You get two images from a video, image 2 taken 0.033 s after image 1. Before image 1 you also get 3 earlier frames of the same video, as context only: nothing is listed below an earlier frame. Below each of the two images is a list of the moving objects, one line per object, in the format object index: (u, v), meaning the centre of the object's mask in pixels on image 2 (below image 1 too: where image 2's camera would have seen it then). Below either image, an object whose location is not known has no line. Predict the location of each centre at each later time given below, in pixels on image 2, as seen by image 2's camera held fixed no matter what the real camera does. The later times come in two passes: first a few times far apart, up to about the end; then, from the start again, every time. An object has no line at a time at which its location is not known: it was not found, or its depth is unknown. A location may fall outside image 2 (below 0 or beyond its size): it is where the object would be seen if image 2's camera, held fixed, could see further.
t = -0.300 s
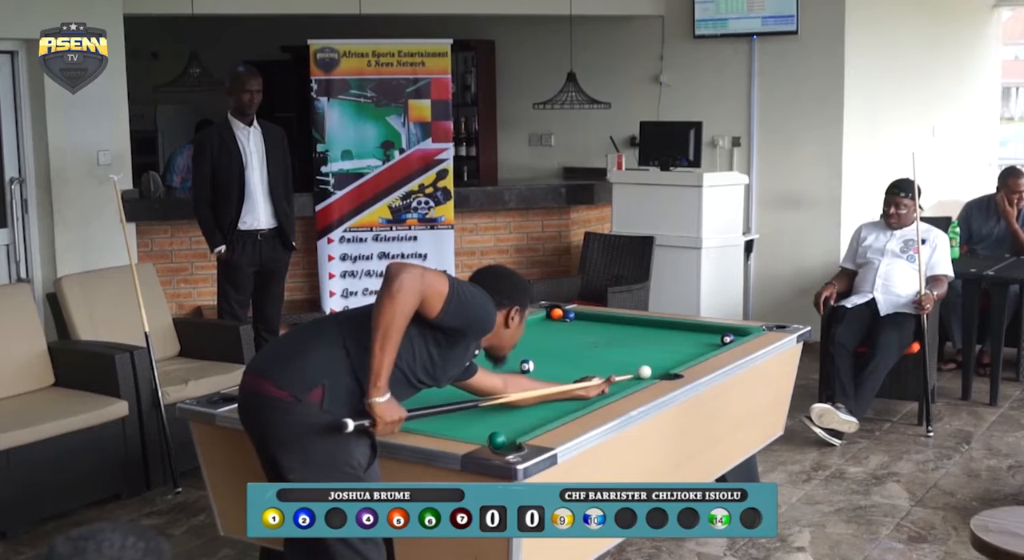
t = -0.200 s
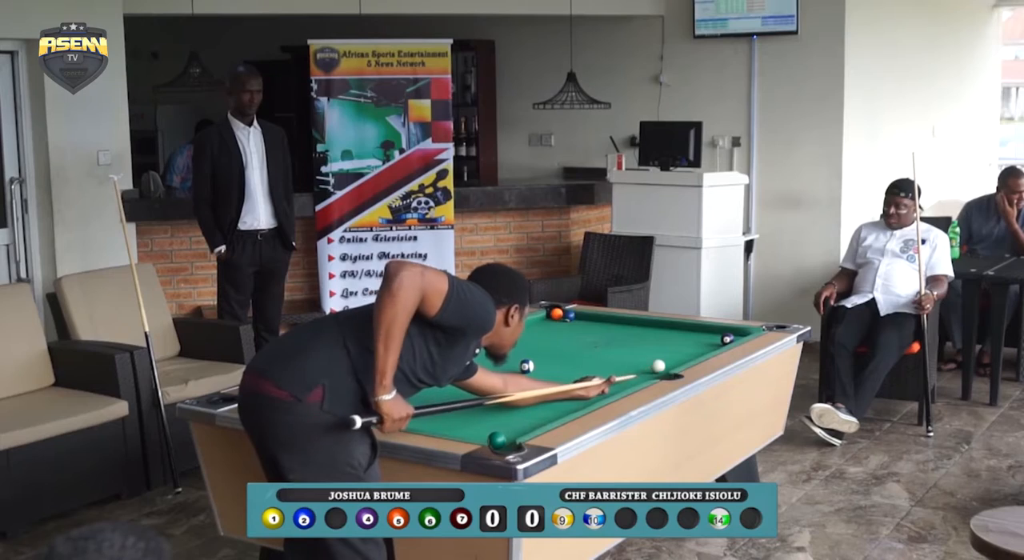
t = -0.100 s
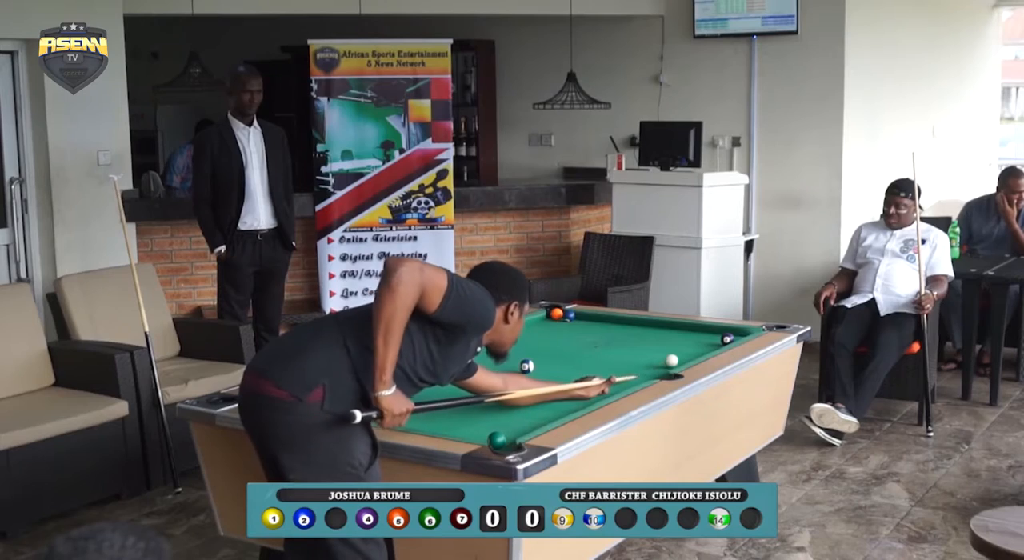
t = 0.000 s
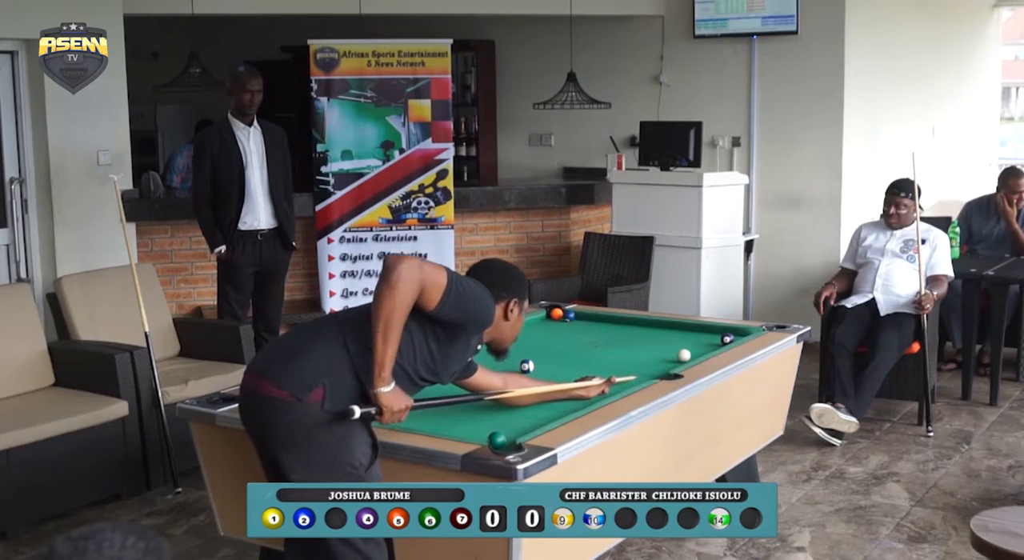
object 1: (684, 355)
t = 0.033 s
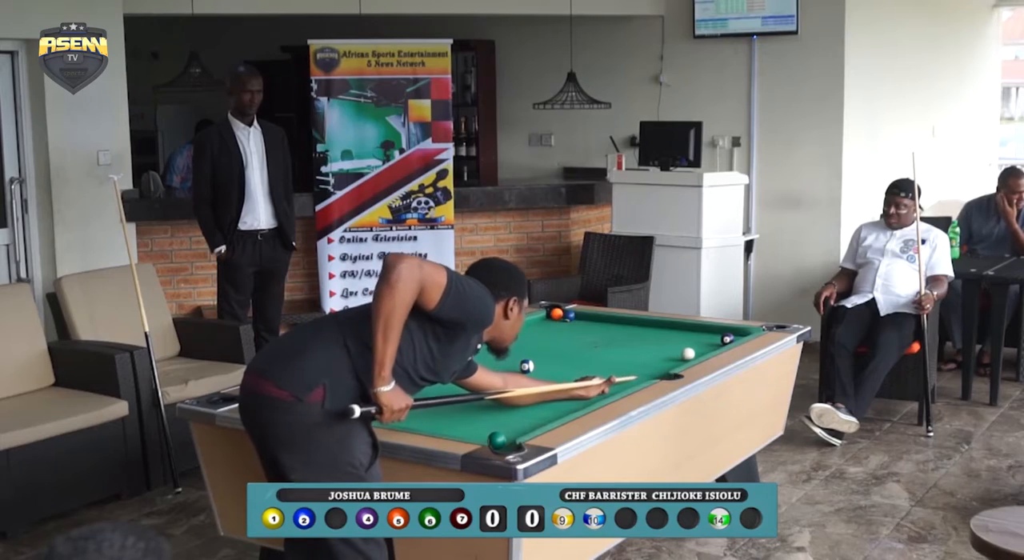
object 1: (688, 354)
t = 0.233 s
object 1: (711, 344)
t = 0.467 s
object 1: (715, 339)
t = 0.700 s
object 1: (712, 336)
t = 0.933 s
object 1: (709, 333)
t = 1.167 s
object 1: (707, 331)
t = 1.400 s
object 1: (704, 329)
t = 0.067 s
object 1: (692, 352)
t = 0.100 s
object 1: (696, 350)
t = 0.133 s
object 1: (700, 349)
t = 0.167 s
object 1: (704, 347)
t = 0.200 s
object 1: (707, 346)
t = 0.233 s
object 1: (711, 344)
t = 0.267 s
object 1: (715, 343)
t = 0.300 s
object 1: (718, 341)
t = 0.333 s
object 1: (718, 341)
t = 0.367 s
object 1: (717, 341)
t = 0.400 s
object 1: (716, 340)
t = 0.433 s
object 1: (716, 340)
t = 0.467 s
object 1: (715, 339)
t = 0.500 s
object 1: (715, 339)
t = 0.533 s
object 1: (714, 338)
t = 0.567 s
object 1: (714, 338)
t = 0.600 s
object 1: (713, 337)
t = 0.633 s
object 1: (713, 337)
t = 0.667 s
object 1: (713, 336)
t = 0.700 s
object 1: (712, 336)
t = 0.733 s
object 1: (712, 335)
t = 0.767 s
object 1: (712, 335)
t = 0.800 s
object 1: (711, 335)
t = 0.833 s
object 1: (711, 334)
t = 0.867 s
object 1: (710, 334)
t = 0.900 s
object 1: (710, 334)
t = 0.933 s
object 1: (709, 333)
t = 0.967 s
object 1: (709, 333)
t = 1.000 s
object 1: (709, 333)
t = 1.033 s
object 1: (708, 332)
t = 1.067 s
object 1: (708, 332)
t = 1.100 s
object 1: (707, 332)
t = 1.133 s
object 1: (707, 331)
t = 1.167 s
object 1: (707, 331)
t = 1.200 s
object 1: (706, 331)
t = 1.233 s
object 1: (706, 331)
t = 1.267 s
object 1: (706, 330)
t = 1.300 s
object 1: (705, 330)
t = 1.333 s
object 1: (705, 330)
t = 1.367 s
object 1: (705, 329)
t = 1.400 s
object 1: (704, 329)
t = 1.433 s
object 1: (704, 329)
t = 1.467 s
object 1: (704, 328)
